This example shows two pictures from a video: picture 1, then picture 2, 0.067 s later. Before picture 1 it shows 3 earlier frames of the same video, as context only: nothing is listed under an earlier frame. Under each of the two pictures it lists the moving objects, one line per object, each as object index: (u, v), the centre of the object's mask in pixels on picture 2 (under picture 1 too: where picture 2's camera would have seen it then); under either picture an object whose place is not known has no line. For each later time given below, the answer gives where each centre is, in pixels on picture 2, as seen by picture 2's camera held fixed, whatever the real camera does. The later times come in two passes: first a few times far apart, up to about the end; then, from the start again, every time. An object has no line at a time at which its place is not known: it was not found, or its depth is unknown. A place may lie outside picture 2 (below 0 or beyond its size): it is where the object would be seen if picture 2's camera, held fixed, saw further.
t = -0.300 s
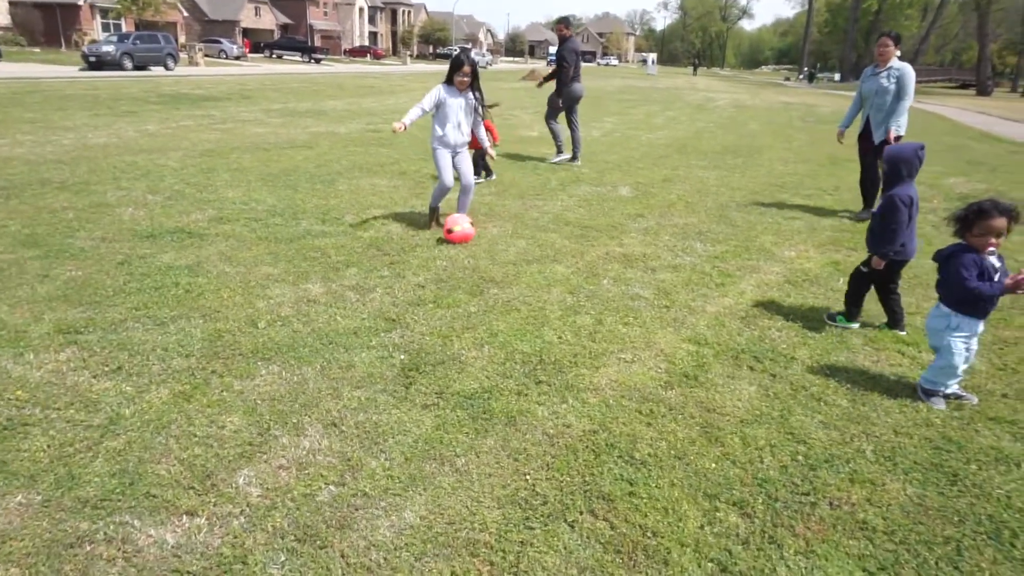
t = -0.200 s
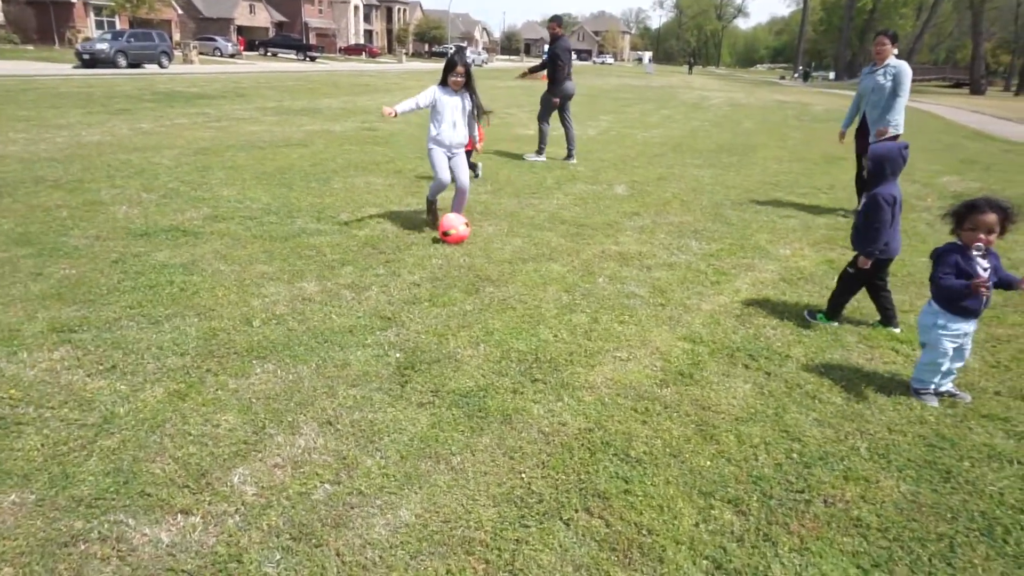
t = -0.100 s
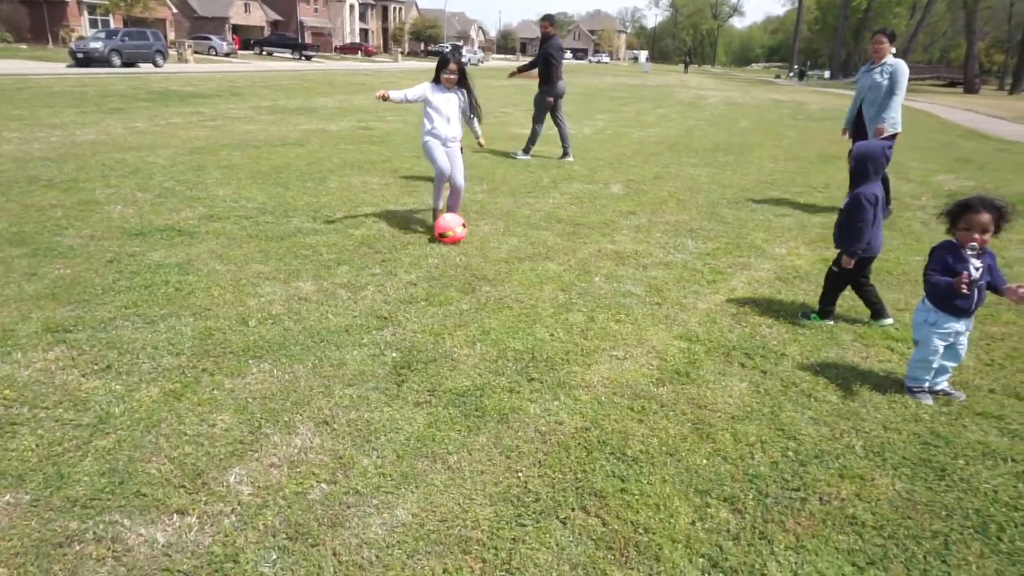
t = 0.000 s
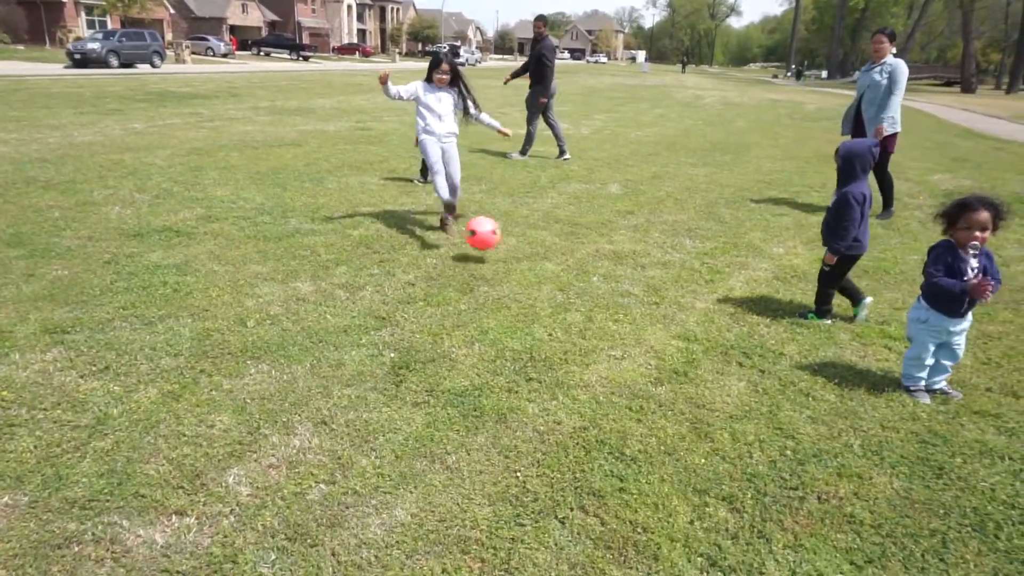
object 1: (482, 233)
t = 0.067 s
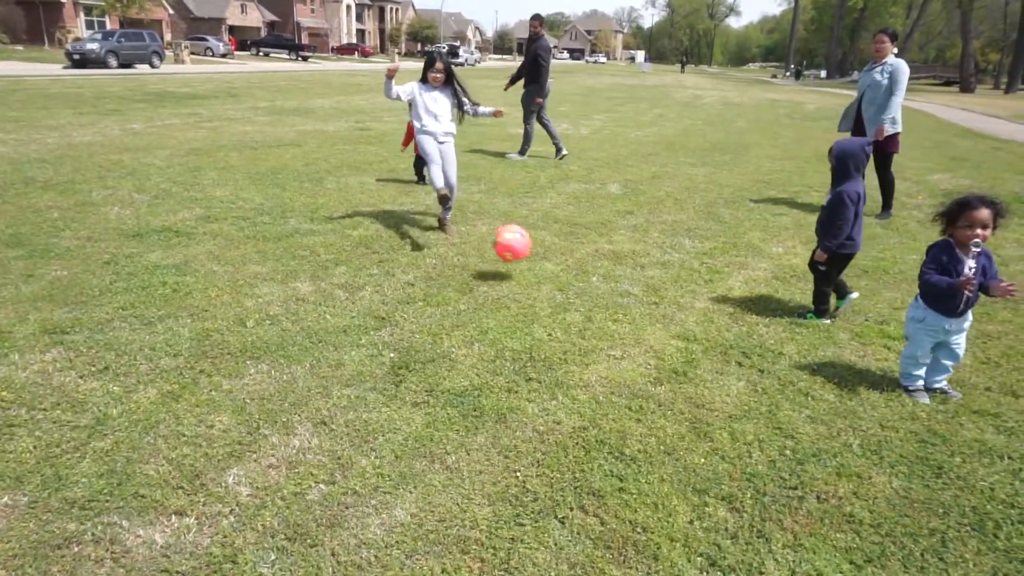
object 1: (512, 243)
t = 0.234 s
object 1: (607, 314)
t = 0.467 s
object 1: (731, 355)
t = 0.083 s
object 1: (520, 247)
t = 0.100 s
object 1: (528, 252)
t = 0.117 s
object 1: (537, 257)
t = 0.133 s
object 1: (546, 263)
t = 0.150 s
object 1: (555, 269)
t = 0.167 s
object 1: (565, 276)
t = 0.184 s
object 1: (574, 284)
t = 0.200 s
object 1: (584, 293)
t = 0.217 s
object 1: (596, 303)
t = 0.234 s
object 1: (607, 314)
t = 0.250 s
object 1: (617, 323)
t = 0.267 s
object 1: (628, 330)
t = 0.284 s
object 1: (636, 332)
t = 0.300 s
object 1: (644, 331)
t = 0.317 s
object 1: (652, 331)
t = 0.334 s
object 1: (661, 331)
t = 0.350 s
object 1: (668, 331)
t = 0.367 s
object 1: (678, 333)
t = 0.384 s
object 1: (686, 335)
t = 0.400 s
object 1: (695, 337)
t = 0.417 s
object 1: (704, 342)
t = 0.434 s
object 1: (713, 345)
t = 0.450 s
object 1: (723, 350)
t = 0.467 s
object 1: (731, 355)
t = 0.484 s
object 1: (741, 362)
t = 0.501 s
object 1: (750, 369)
